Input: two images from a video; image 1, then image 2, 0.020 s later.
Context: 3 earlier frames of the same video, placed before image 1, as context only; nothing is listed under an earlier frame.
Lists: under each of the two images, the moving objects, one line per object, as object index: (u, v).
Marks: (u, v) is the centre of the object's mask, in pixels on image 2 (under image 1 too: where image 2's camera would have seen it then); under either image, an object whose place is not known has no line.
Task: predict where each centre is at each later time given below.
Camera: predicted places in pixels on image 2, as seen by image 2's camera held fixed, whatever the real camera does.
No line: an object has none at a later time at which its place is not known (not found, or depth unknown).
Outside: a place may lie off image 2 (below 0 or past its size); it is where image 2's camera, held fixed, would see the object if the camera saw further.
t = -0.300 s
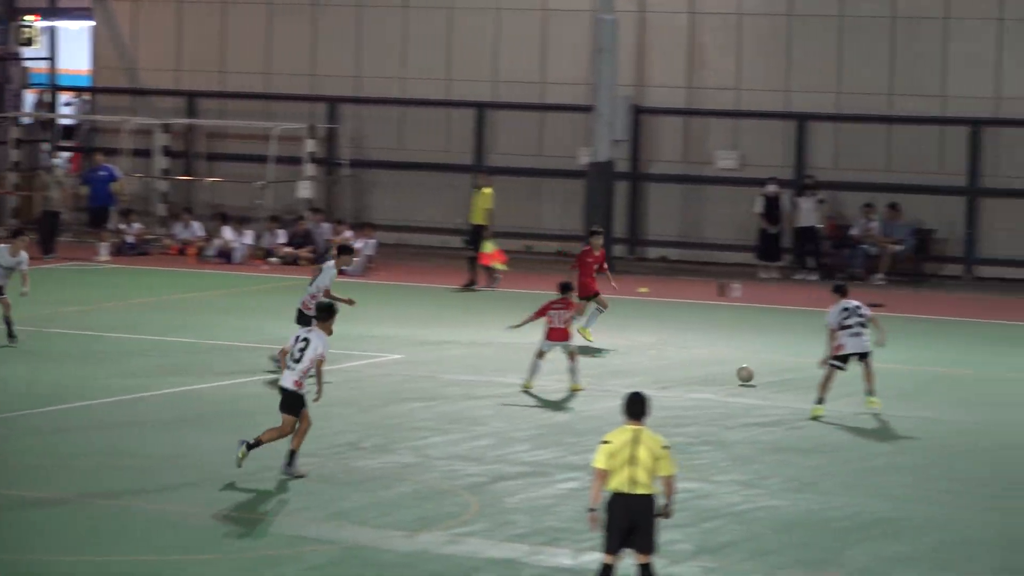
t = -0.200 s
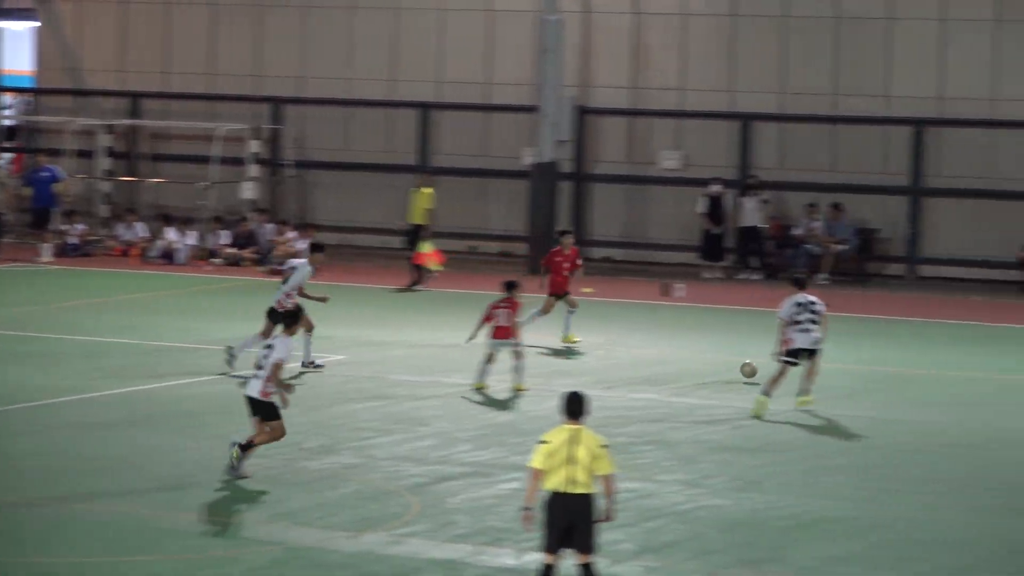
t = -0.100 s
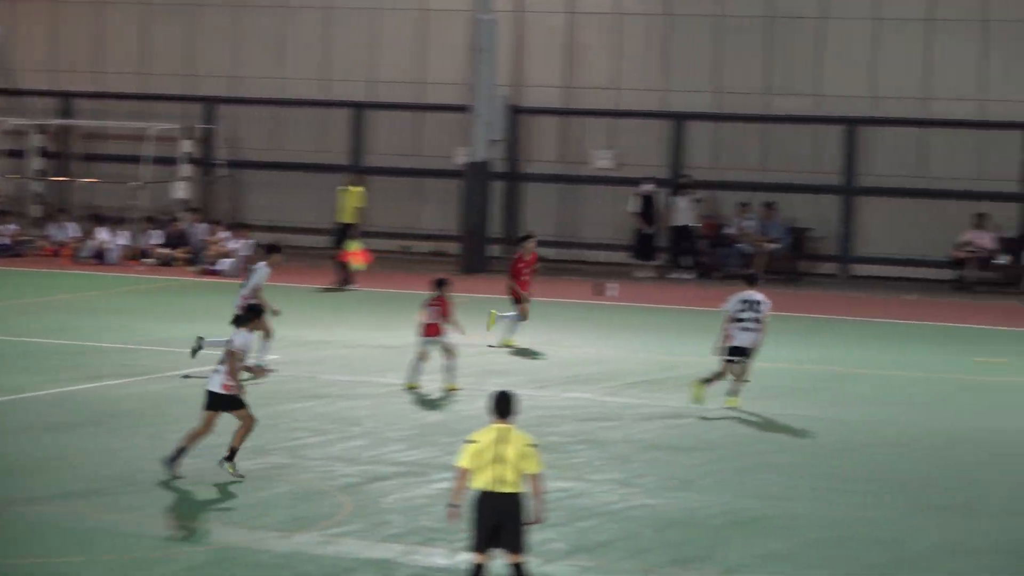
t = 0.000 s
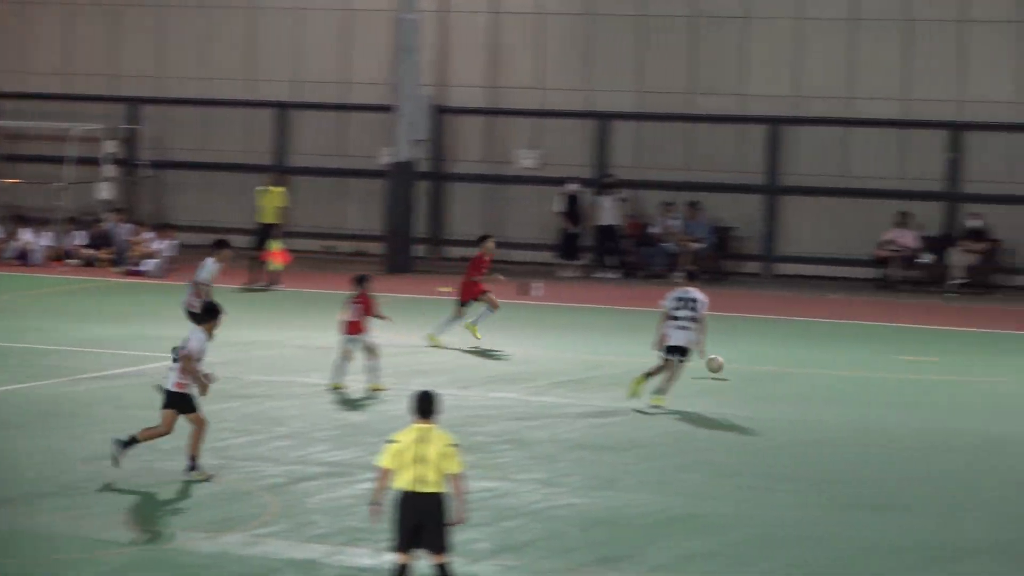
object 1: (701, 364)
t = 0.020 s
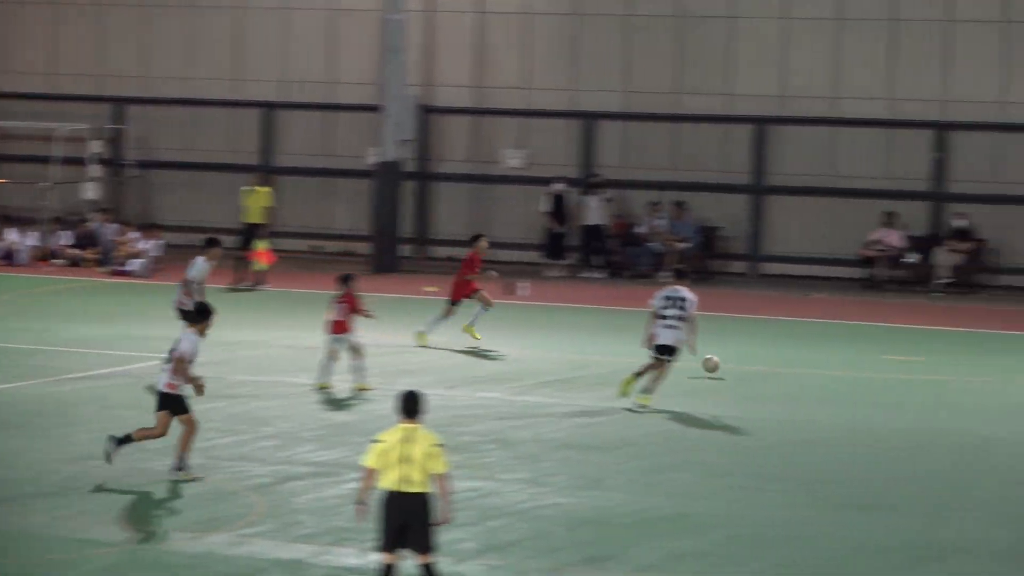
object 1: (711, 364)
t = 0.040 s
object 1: (720, 364)
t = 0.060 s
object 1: (730, 366)
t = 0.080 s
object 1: (739, 368)
